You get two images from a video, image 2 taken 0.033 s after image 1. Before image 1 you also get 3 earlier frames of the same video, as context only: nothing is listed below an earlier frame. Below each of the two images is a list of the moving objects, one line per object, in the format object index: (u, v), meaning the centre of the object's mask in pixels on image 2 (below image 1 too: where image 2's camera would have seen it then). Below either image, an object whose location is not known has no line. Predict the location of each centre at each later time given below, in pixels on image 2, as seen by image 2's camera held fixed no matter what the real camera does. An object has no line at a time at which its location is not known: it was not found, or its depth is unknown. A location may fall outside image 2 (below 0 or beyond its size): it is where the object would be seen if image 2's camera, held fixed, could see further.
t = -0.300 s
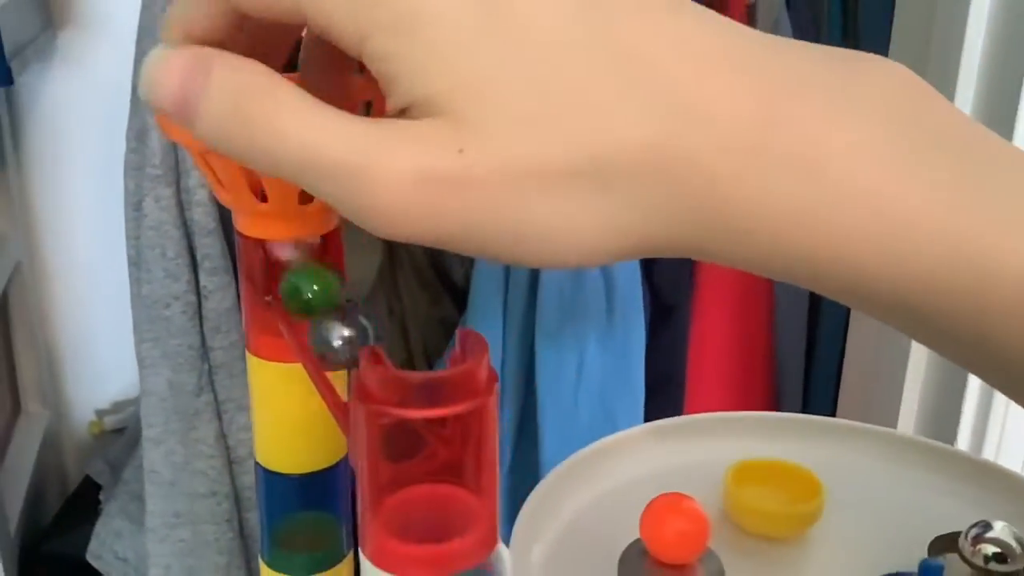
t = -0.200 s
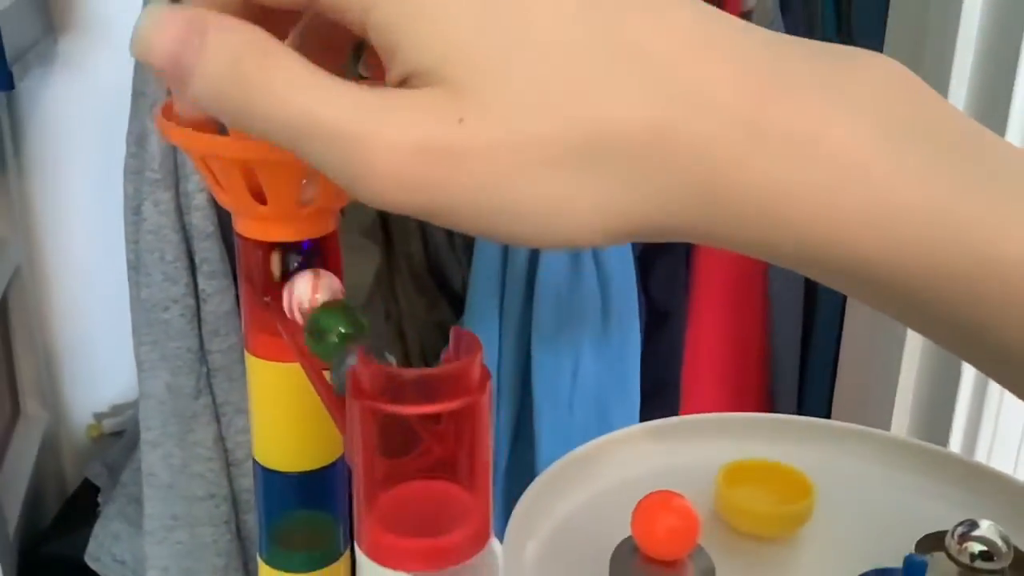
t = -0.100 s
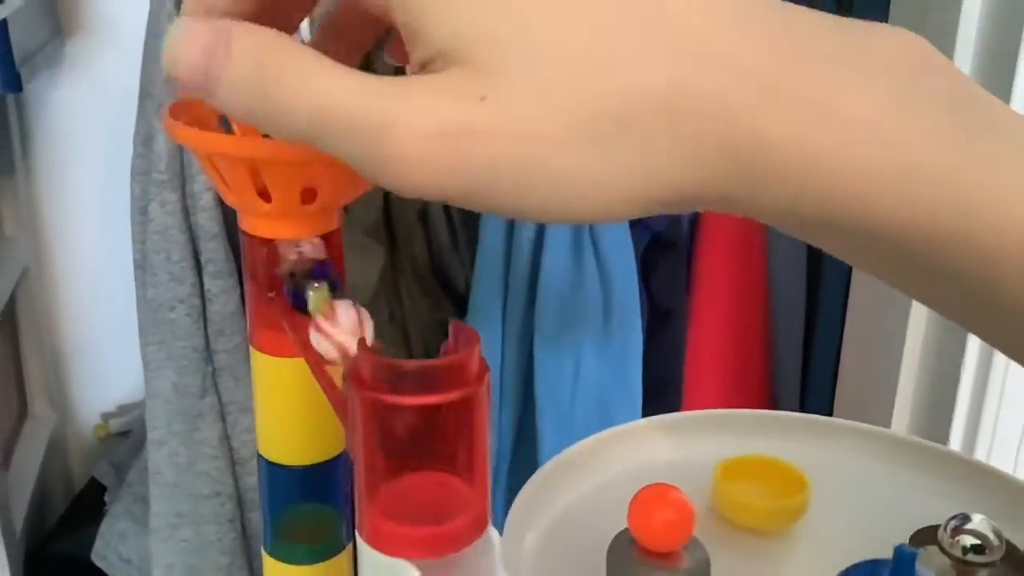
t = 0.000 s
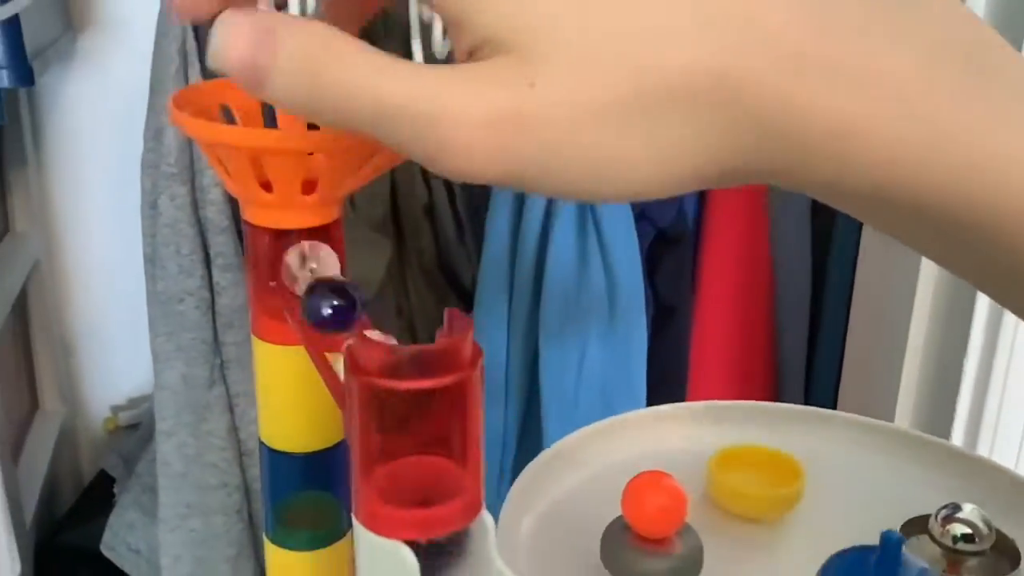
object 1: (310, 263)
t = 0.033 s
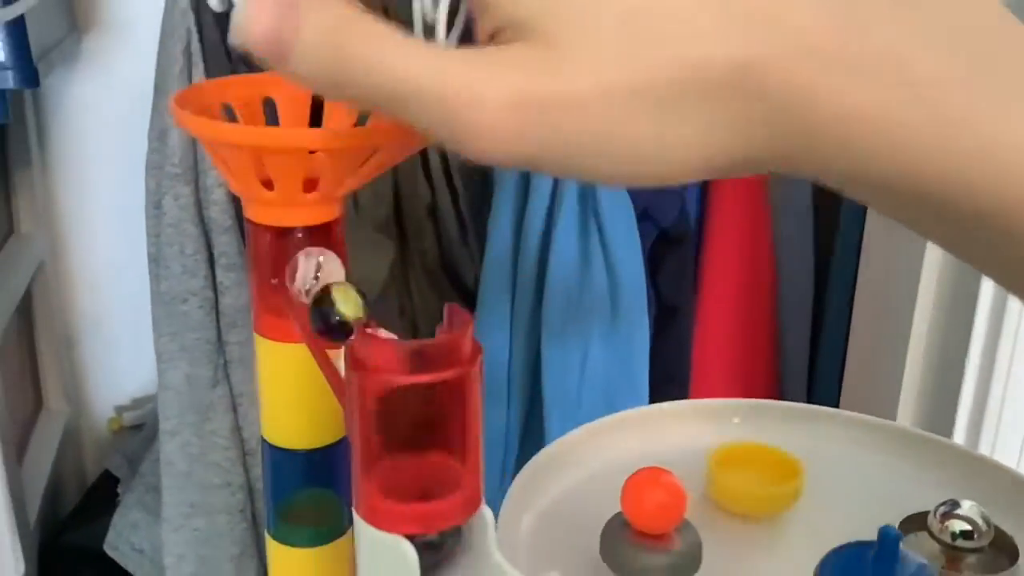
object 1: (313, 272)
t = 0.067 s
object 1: (318, 280)
